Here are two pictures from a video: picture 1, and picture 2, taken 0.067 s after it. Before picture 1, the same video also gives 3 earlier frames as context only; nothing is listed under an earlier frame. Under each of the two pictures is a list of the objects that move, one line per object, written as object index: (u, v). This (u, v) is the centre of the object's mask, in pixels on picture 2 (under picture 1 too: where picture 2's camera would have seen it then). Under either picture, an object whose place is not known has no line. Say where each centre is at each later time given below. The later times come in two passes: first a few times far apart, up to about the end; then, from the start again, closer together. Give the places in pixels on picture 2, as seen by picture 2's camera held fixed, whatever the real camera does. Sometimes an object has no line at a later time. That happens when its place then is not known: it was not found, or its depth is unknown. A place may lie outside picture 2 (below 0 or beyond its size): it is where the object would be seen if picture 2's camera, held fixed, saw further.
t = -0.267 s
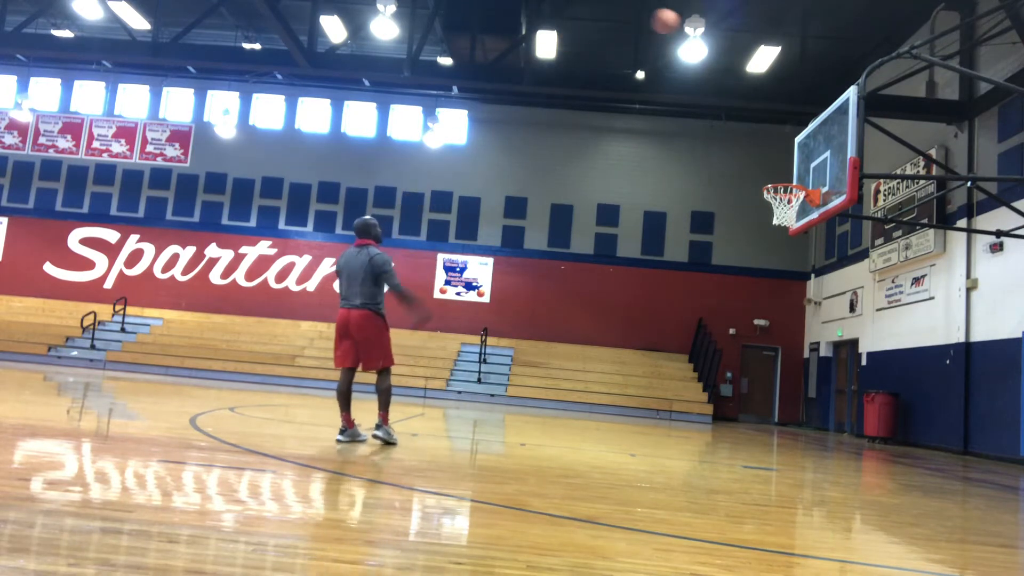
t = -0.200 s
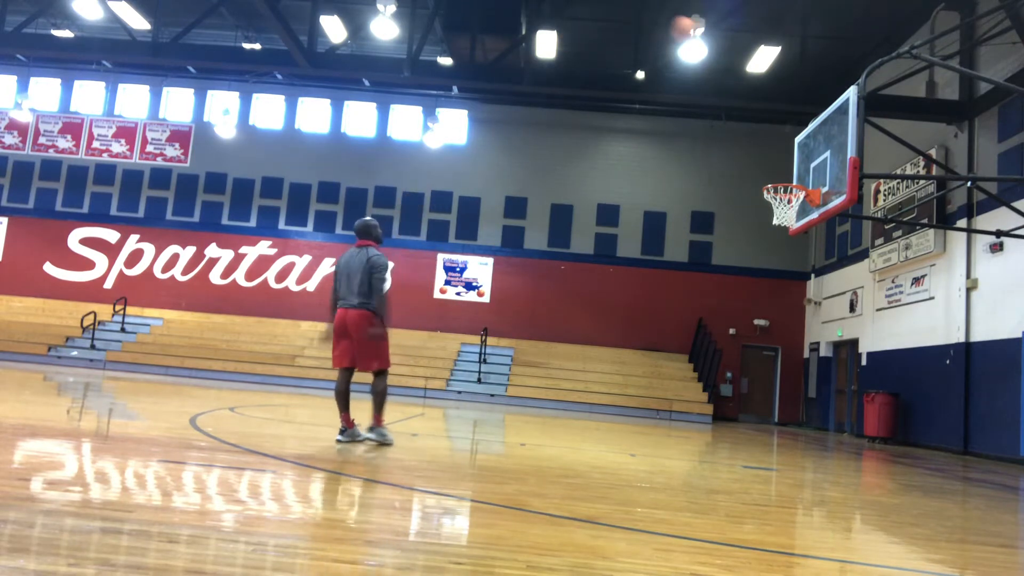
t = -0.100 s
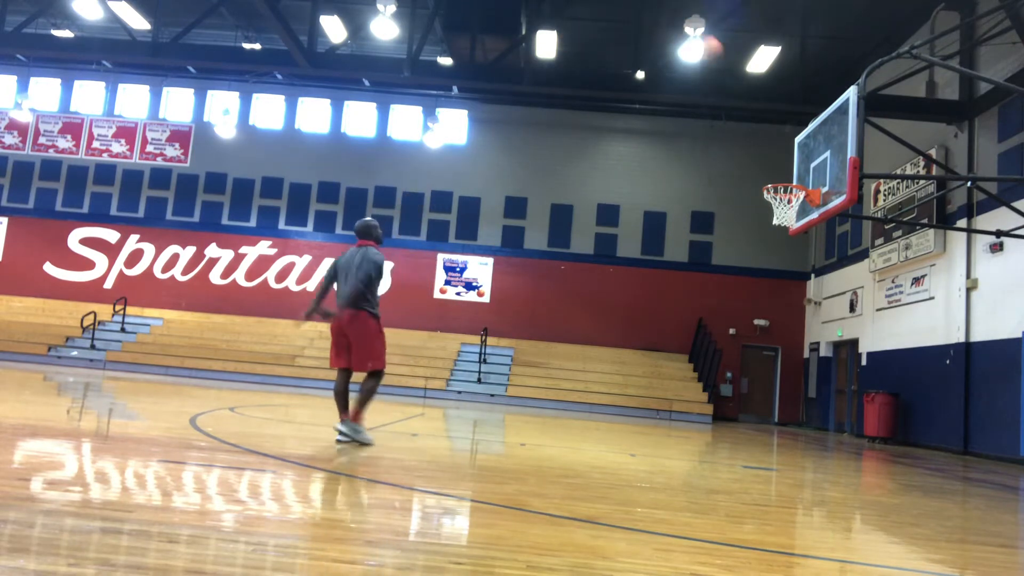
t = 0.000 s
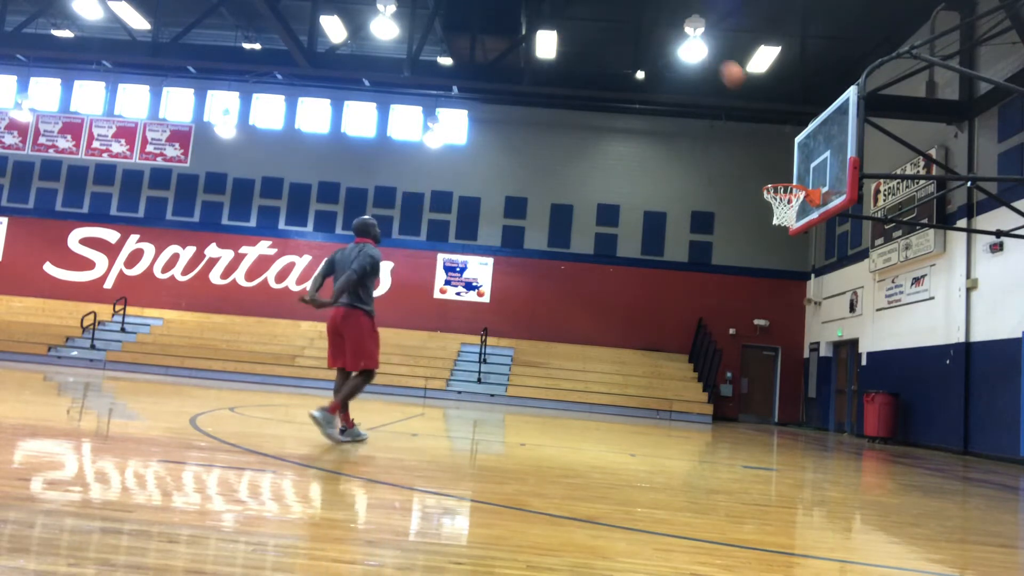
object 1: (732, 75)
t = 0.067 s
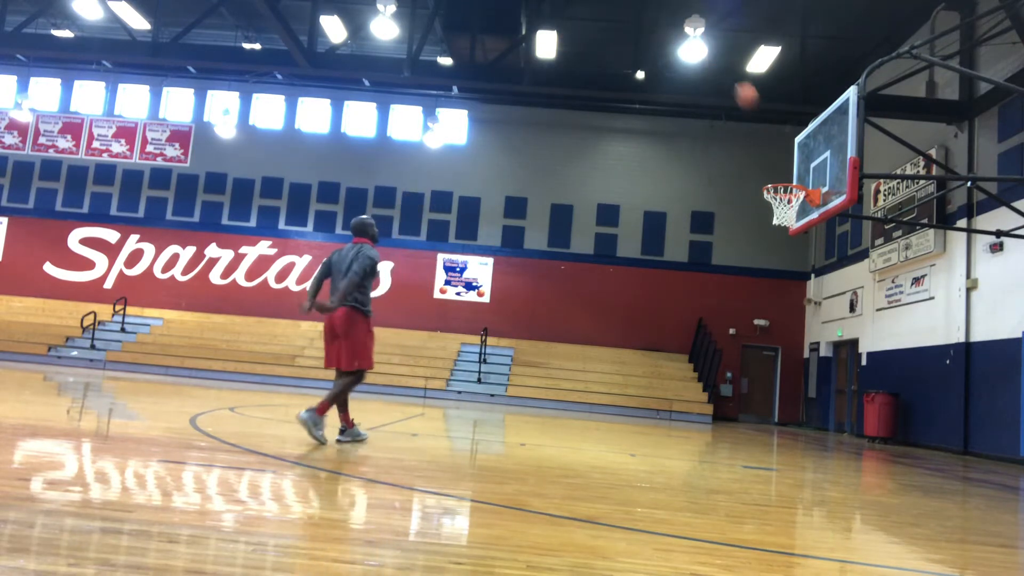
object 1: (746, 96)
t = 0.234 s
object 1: (779, 161)
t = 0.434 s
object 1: (771, 234)
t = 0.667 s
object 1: (735, 333)
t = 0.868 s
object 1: (707, 427)
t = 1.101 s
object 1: (685, 330)
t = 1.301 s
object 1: (665, 282)
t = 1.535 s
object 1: (638, 270)
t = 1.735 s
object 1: (610, 299)
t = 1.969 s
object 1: (574, 385)
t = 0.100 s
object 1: (753, 107)
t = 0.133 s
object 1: (760, 120)
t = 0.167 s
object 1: (767, 134)
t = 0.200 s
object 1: (773, 147)
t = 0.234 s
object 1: (779, 161)
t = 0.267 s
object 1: (784, 173)
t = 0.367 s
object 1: (781, 224)
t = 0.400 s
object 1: (777, 227)
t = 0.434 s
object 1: (771, 234)
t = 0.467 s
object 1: (766, 244)
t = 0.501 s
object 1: (761, 257)
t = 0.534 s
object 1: (756, 271)
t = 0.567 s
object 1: (751, 285)
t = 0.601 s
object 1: (746, 299)
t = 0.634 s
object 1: (741, 316)
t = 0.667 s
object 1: (735, 333)
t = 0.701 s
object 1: (730, 352)
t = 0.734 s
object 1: (725, 370)
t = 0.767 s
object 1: (720, 393)
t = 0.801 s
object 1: (716, 412)
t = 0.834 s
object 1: (710, 437)
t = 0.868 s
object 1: (707, 427)
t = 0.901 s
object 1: (705, 411)
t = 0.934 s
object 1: (701, 392)
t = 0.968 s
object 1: (699, 378)
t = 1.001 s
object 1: (695, 364)
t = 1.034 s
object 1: (692, 351)
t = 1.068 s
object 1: (688, 340)
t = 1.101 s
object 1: (685, 330)
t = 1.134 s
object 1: (682, 320)
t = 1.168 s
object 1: (678, 310)
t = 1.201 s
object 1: (675, 301)
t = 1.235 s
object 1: (672, 294)
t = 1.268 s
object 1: (669, 288)
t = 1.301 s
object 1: (665, 282)
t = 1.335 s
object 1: (661, 278)
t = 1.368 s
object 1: (658, 274)
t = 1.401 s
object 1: (654, 272)
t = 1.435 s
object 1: (650, 269)
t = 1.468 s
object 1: (646, 269)
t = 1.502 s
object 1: (643, 270)
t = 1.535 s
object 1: (638, 270)
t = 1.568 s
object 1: (634, 272)
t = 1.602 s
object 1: (629, 276)
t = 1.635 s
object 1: (624, 280)
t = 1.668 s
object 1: (620, 286)
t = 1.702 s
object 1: (615, 292)
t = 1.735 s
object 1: (610, 299)
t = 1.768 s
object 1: (604, 308)
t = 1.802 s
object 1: (599, 319)
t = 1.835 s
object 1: (594, 328)
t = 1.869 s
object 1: (590, 341)
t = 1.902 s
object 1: (585, 353)
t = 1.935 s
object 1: (579, 369)
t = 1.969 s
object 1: (574, 385)
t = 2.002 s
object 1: (566, 405)
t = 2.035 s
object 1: (559, 427)
